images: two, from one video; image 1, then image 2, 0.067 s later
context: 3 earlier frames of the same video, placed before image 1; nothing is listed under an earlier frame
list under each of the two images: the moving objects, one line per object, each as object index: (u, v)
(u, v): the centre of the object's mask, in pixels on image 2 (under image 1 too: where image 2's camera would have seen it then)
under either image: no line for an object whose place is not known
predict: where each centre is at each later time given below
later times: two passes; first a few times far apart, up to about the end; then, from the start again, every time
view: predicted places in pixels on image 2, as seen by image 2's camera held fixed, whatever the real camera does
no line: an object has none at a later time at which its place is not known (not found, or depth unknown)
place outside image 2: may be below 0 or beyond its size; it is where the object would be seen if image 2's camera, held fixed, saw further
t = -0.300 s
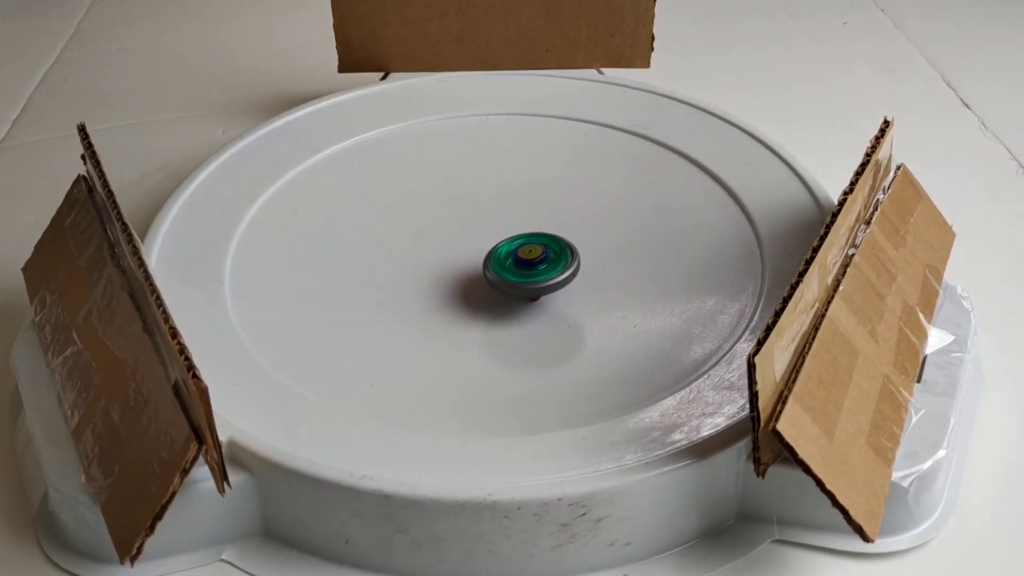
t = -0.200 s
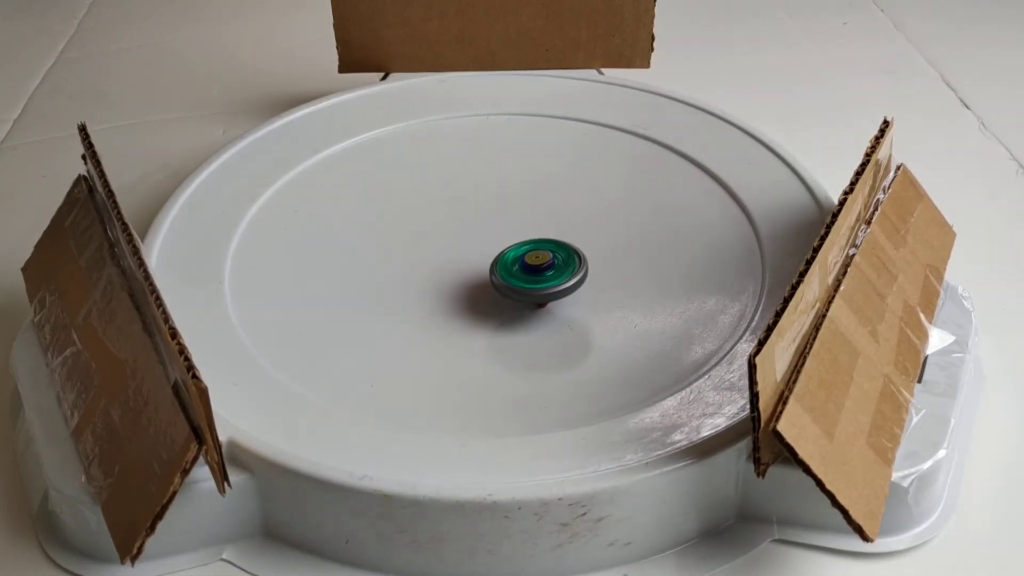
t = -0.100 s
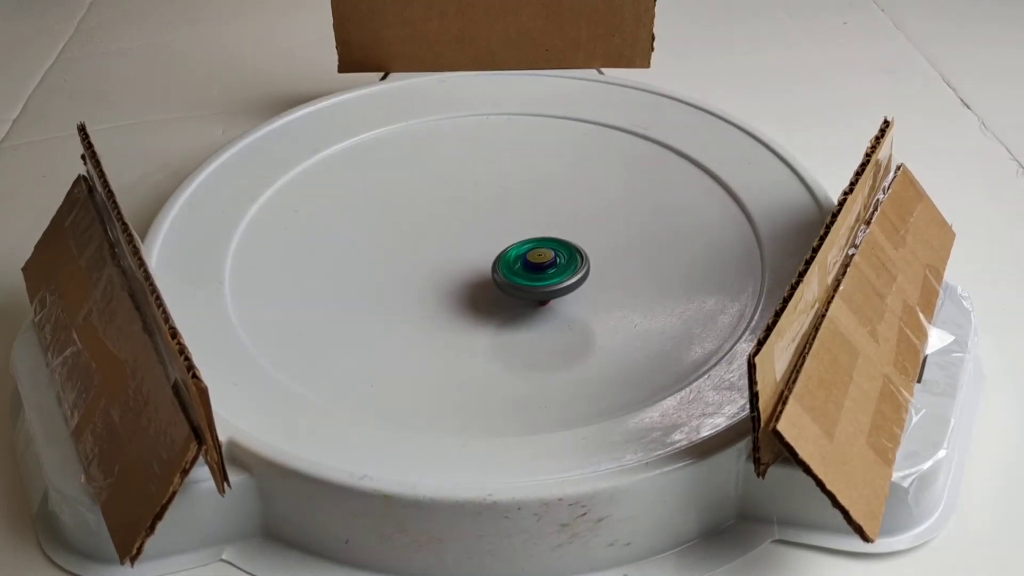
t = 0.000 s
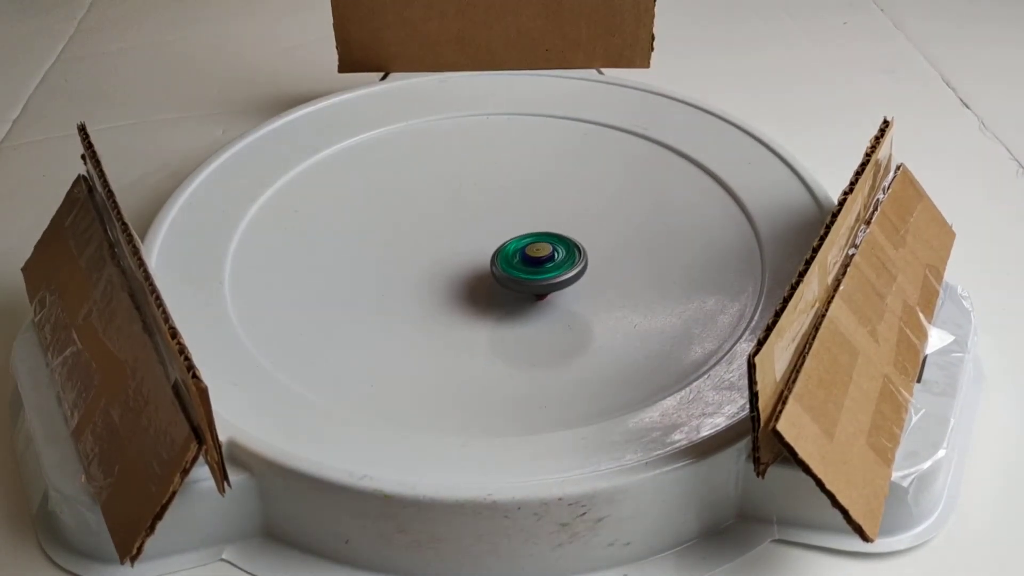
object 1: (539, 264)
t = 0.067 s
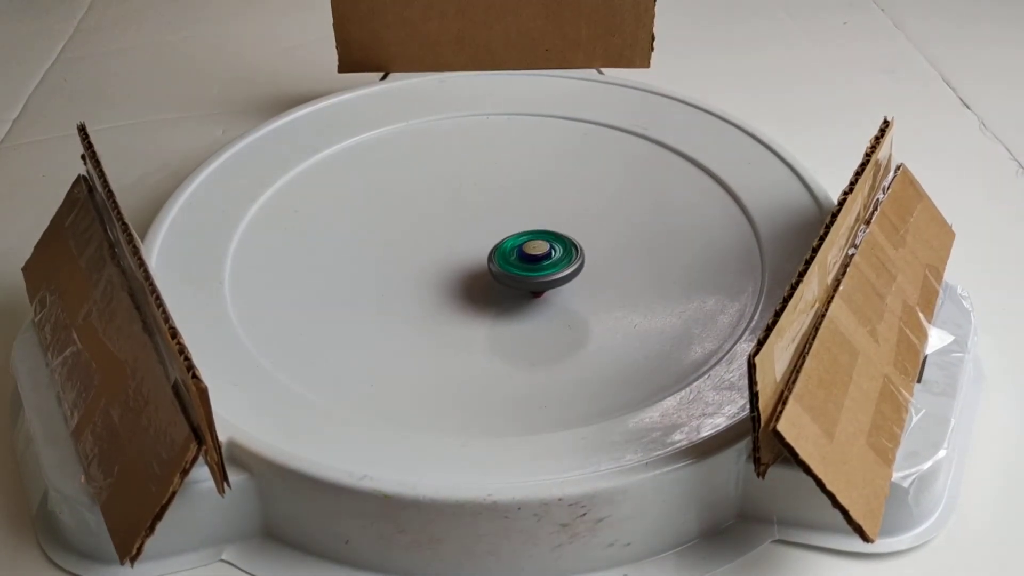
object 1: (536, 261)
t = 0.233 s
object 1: (522, 263)
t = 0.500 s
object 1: (496, 268)
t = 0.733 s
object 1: (478, 267)
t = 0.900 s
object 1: (469, 263)
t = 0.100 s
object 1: (534, 261)
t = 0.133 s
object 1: (532, 261)
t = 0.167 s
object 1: (529, 262)
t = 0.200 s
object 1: (526, 263)
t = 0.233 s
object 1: (522, 263)
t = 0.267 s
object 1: (518, 264)
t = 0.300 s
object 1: (515, 265)
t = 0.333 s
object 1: (512, 266)
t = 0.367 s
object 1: (508, 267)
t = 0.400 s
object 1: (505, 267)
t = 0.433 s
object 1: (502, 267)
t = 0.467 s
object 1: (499, 268)
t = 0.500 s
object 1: (496, 268)
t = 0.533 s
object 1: (493, 268)
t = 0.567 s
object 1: (490, 268)
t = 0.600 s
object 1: (488, 268)
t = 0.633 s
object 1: (485, 268)
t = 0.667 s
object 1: (483, 268)
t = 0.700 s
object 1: (480, 267)
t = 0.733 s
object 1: (478, 267)
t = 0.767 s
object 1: (476, 266)
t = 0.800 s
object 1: (474, 265)
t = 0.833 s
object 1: (472, 265)
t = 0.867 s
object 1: (470, 264)
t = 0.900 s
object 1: (469, 263)
